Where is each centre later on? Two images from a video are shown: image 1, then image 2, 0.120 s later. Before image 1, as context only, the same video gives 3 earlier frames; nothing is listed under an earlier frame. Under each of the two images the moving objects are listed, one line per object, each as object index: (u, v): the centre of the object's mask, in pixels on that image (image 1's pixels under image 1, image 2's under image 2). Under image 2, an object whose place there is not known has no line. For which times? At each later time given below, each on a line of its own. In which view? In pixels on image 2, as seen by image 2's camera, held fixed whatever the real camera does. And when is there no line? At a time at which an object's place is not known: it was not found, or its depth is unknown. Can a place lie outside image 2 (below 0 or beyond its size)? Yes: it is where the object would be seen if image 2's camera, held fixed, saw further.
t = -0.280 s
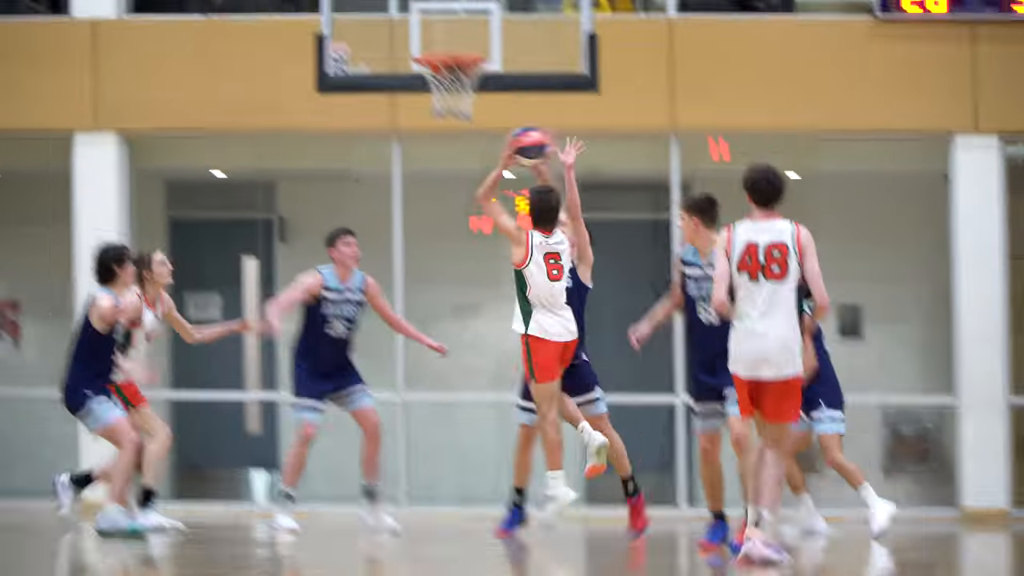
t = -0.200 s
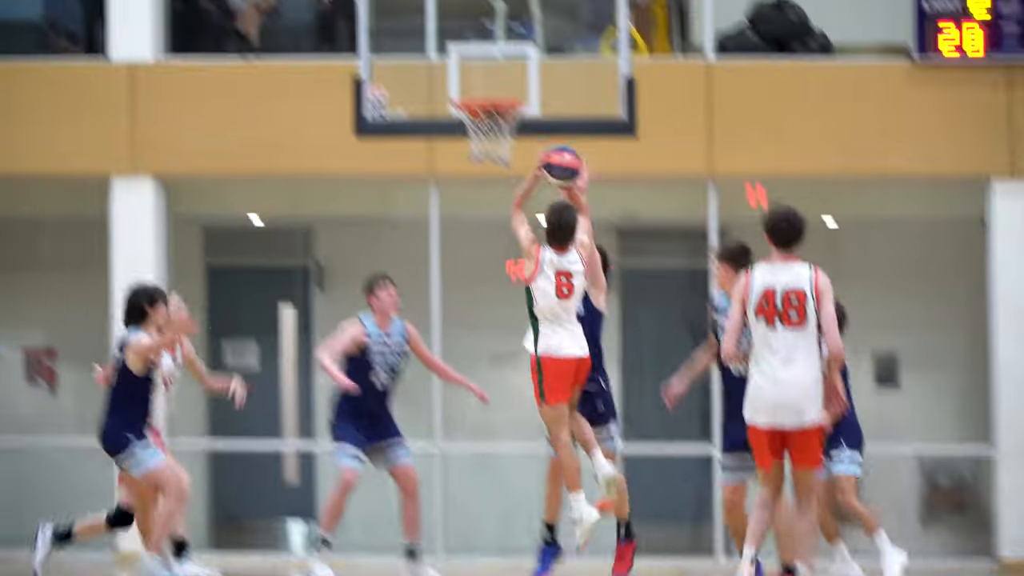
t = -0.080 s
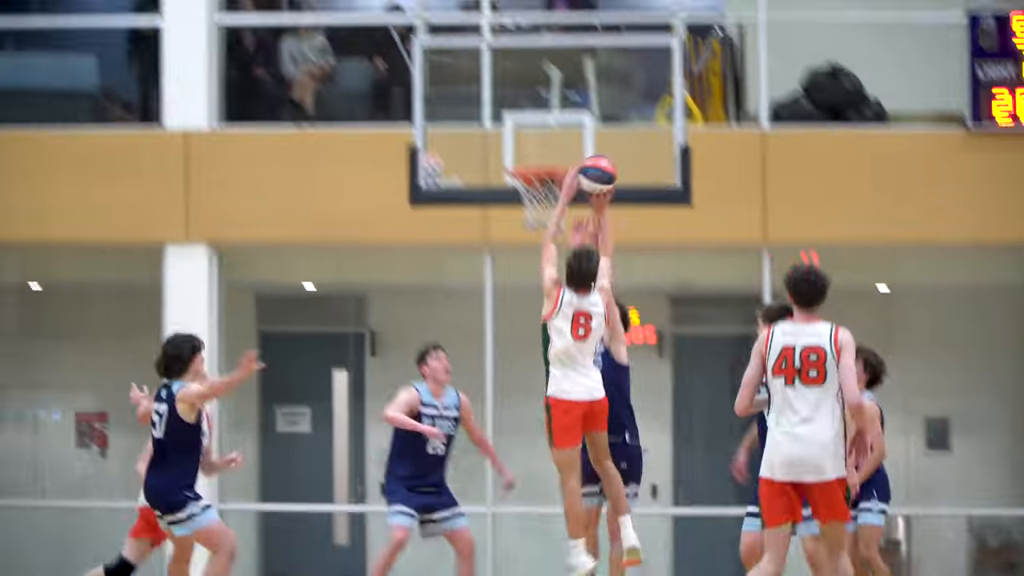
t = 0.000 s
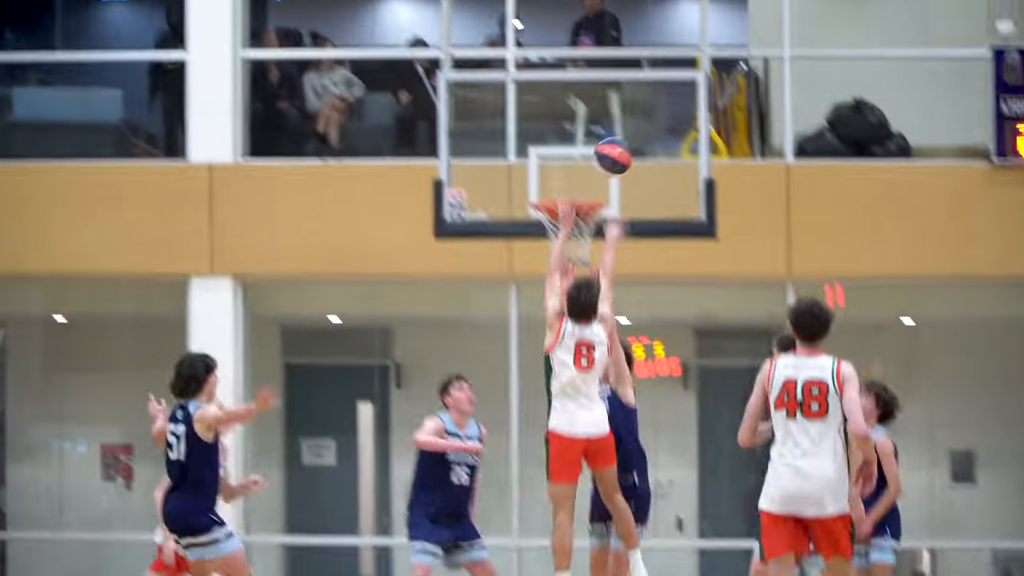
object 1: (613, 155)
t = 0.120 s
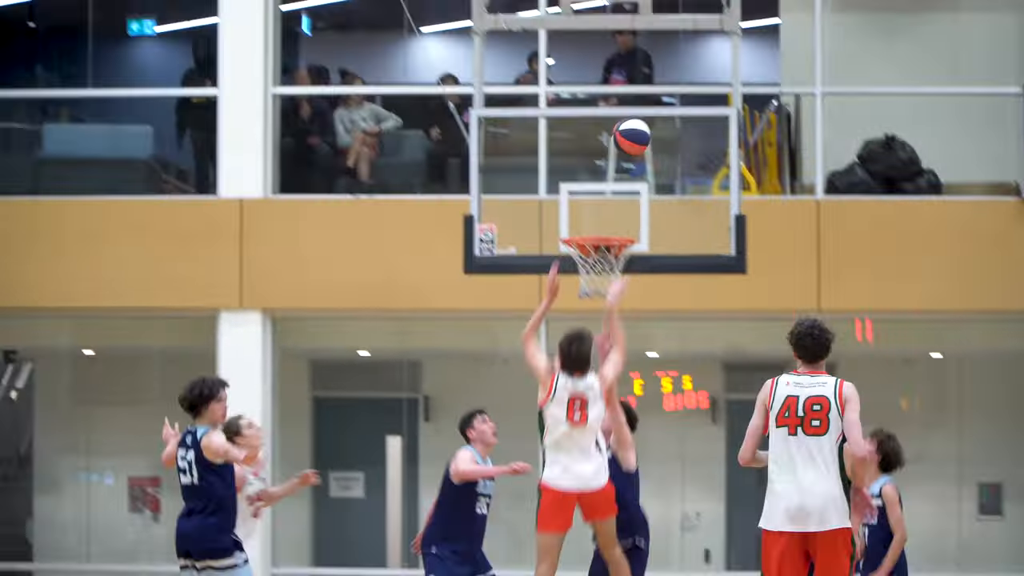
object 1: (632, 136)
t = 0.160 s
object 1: (626, 124)
